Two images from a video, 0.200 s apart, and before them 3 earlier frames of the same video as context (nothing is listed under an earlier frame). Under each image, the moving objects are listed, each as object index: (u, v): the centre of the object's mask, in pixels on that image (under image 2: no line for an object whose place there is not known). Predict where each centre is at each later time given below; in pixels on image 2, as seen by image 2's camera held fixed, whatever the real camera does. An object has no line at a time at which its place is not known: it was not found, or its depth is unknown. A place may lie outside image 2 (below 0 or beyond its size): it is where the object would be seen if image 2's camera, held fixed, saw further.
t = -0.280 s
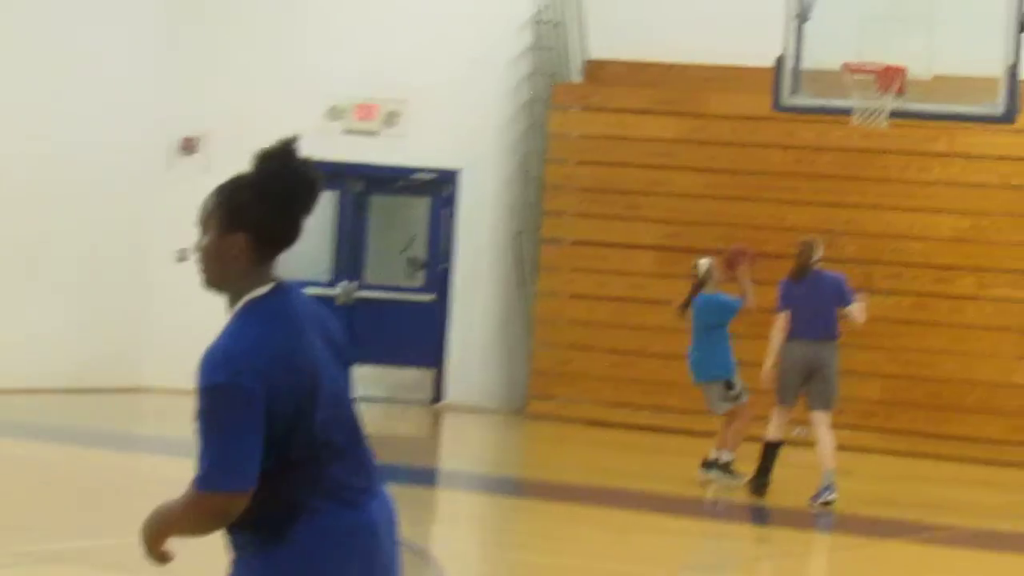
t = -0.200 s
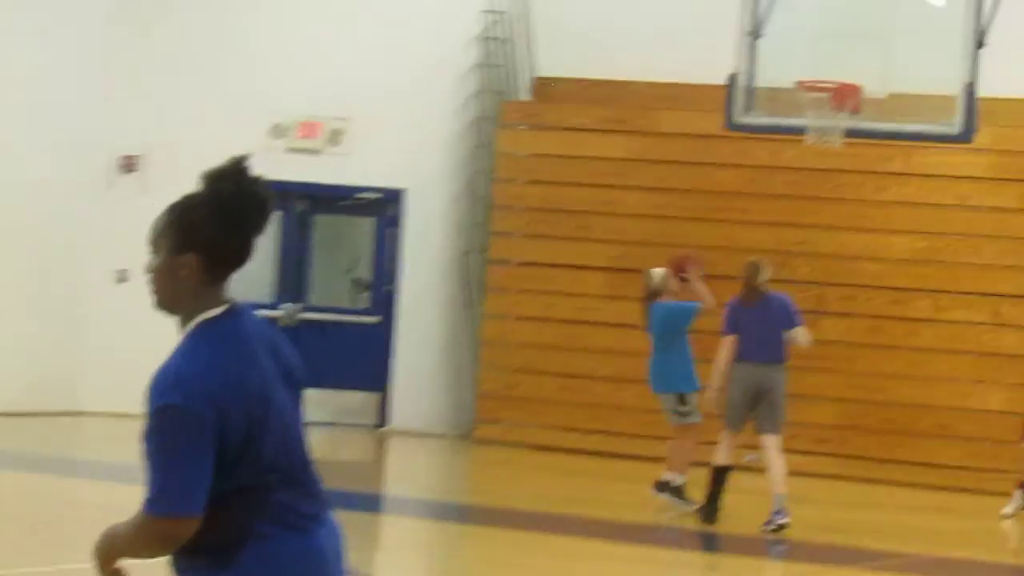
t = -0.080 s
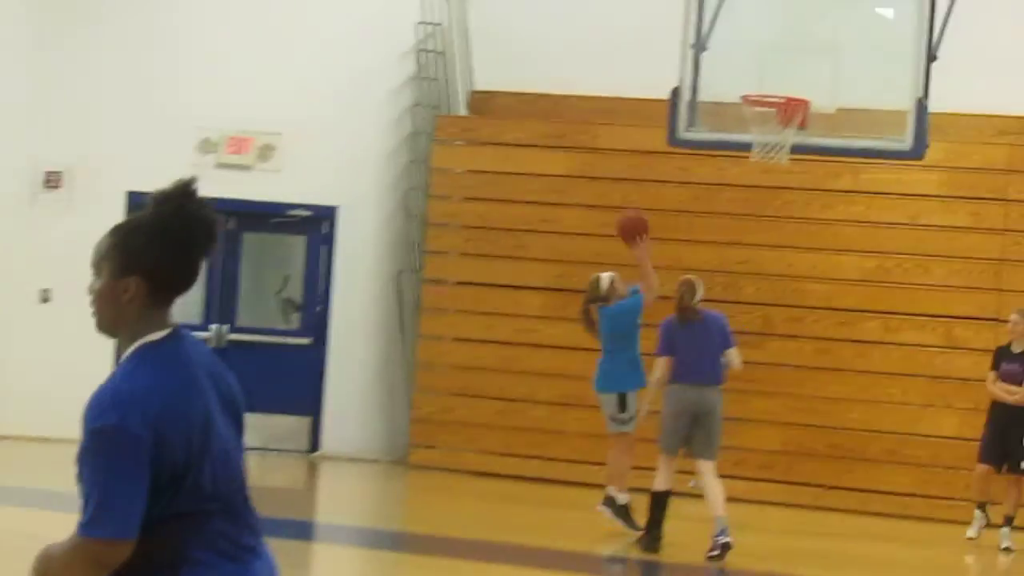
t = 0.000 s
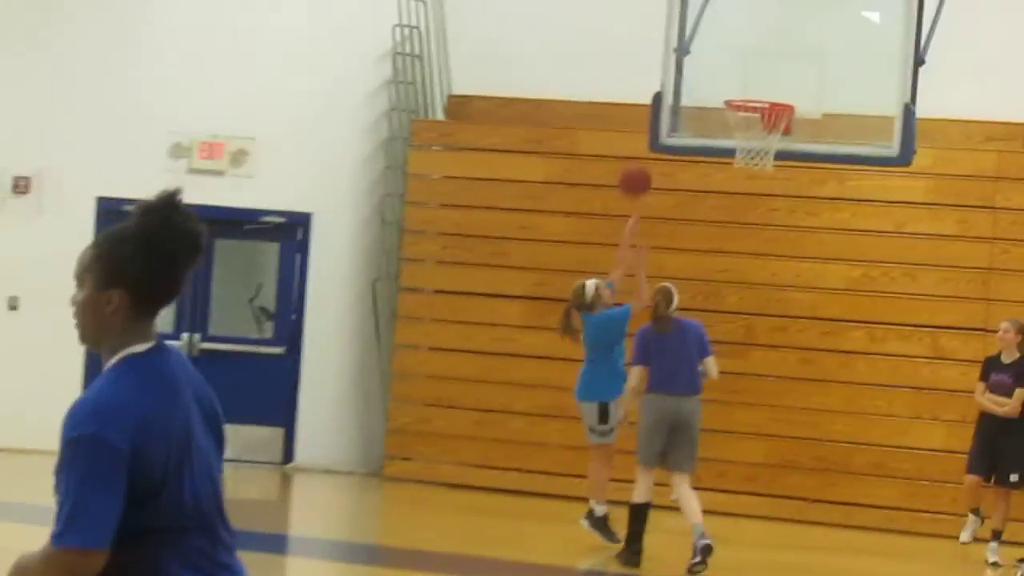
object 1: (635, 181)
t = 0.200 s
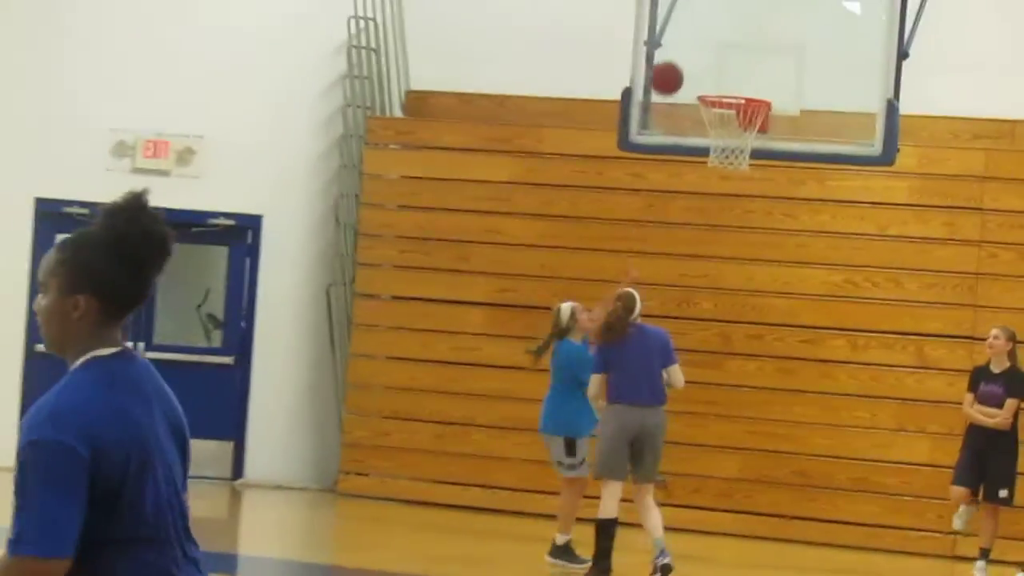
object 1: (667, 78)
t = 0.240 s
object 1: (678, 65)
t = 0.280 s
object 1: (688, 56)
